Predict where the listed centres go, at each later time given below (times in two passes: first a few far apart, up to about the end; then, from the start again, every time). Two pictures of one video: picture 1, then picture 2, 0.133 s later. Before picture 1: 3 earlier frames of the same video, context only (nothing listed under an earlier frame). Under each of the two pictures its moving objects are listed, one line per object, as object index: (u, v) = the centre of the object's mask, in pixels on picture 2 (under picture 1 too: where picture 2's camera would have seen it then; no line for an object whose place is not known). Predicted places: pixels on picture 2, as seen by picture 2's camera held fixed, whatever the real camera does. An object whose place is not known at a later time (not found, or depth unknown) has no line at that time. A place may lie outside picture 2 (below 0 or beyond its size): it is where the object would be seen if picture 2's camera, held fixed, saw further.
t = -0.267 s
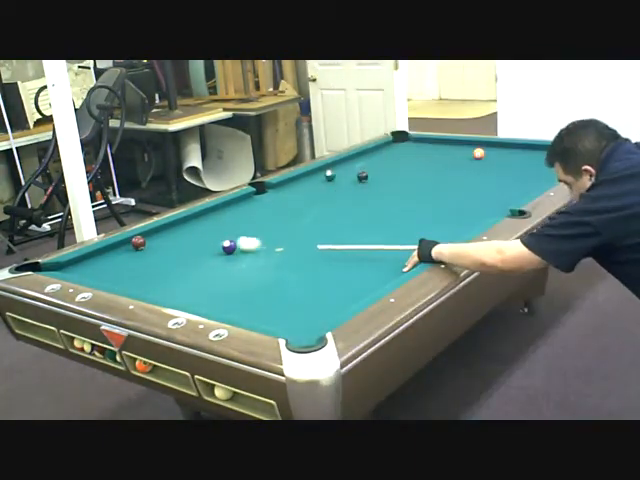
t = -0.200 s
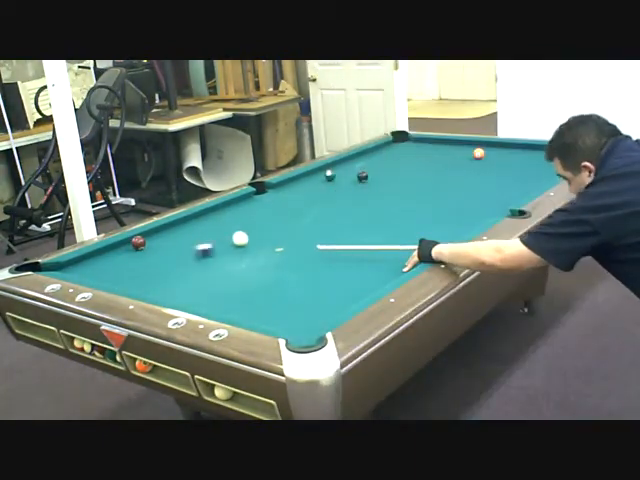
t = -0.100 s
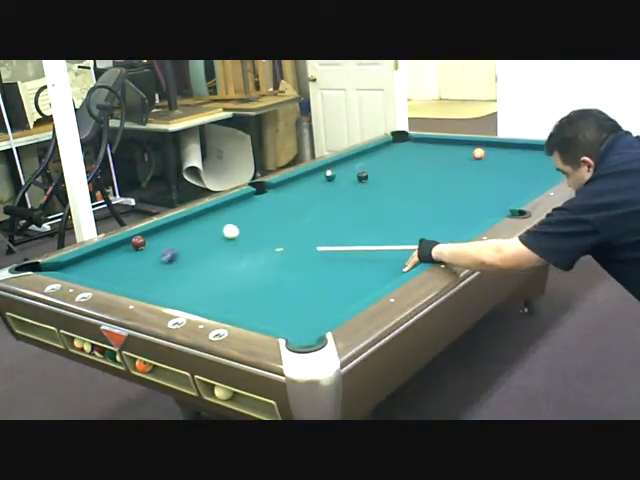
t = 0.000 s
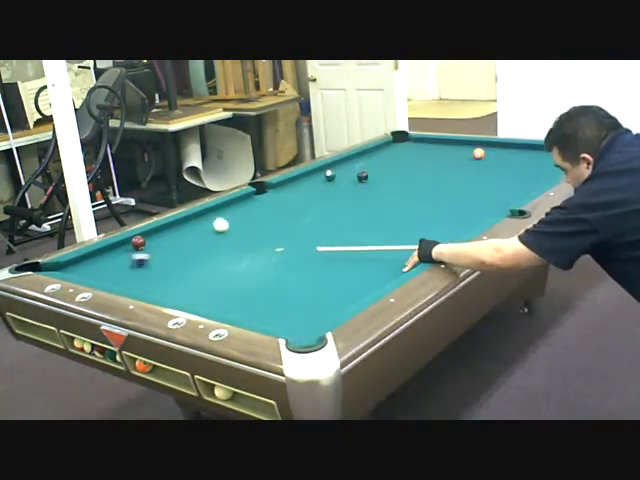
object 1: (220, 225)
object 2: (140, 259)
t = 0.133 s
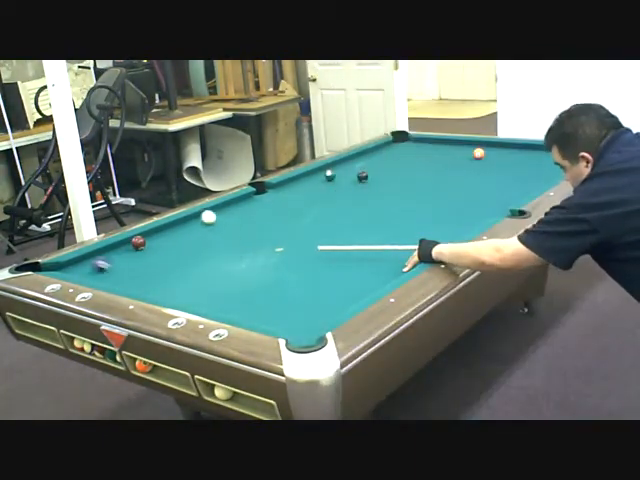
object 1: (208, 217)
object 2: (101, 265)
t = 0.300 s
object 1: (219, 212)
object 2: (51, 267)
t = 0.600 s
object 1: (276, 207)
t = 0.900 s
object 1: (330, 203)
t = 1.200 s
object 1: (383, 199)
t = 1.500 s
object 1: (434, 195)
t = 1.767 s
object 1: (478, 192)
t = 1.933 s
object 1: (504, 190)
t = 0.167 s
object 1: (205, 215)
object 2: (90, 266)
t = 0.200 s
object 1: (202, 213)
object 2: (80, 267)
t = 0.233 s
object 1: (206, 212)
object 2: (71, 268)
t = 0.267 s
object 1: (213, 212)
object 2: (61, 267)
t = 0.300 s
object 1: (219, 212)
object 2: (51, 267)
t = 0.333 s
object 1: (226, 211)
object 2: (43, 268)
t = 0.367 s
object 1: (232, 211)
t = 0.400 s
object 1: (238, 210)
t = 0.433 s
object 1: (245, 210)
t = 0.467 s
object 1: (251, 209)
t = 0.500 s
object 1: (257, 209)
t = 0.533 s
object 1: (263, 208)
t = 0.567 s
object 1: (269, 208)
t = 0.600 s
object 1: (276, 207)
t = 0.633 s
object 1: (282, 207)
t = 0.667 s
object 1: (288, 206)
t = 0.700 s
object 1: (294, 206)
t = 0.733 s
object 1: (300, 205)
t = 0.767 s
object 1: (306, 205)
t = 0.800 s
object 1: (312, 205)
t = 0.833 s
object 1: (318, 204)
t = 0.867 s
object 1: (324, 204)
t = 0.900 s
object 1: (330, 203)
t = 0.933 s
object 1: (336, 203)
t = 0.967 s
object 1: (342, 202)
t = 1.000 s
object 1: (348, 202)
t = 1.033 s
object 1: (354, 201)
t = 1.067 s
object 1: (360, 201)
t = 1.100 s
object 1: (366, 201)
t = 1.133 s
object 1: (371, 200)
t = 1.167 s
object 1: (377, 200)
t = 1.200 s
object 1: (383, 199)
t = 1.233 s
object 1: (389, 199)
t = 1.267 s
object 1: (394, 199)
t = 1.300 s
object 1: (400, 198)
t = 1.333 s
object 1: (406, 198)
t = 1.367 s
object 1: (412, 197)
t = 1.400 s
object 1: (417, 197)
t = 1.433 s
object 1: (423, 196)
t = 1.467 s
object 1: (428, 196)
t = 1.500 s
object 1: (434, 195)
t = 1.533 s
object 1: (440, 195)
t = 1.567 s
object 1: (445, 194)
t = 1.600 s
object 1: (451, 194)
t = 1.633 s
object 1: (456, 194)
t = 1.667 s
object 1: (462, 193)
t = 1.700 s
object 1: (467, 193)
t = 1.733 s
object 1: (473, 193)
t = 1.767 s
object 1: (478, 192)
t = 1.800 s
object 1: (483, 192)
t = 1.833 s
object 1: (489, 191)
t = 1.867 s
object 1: (494, 191)
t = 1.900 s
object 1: (499, 190)
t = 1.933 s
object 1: (504, 190)
